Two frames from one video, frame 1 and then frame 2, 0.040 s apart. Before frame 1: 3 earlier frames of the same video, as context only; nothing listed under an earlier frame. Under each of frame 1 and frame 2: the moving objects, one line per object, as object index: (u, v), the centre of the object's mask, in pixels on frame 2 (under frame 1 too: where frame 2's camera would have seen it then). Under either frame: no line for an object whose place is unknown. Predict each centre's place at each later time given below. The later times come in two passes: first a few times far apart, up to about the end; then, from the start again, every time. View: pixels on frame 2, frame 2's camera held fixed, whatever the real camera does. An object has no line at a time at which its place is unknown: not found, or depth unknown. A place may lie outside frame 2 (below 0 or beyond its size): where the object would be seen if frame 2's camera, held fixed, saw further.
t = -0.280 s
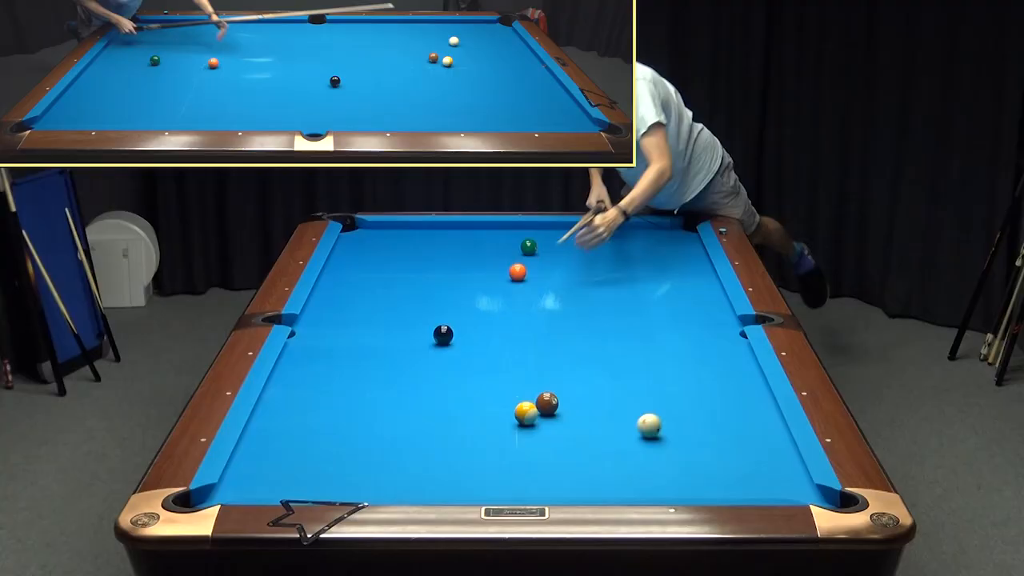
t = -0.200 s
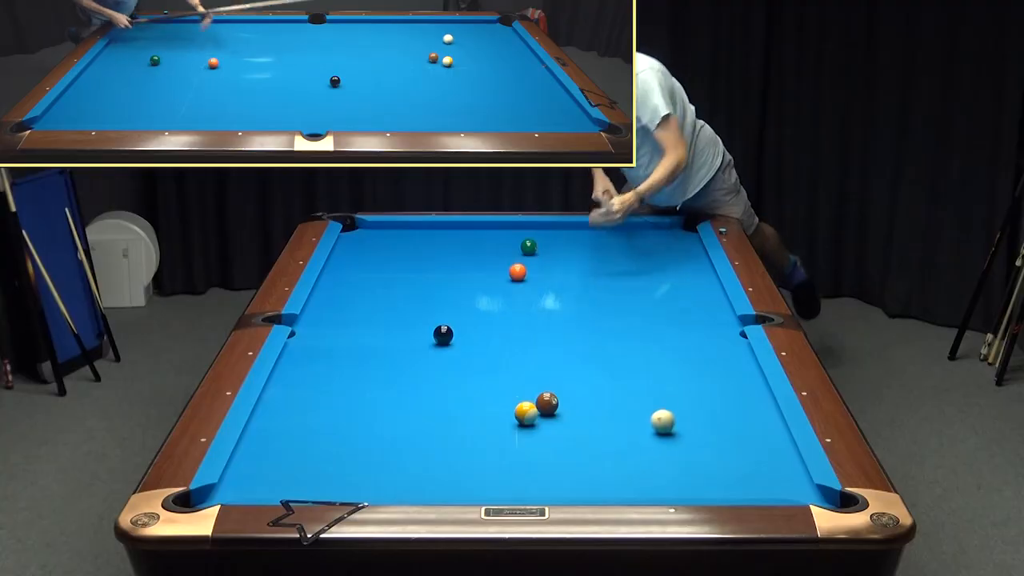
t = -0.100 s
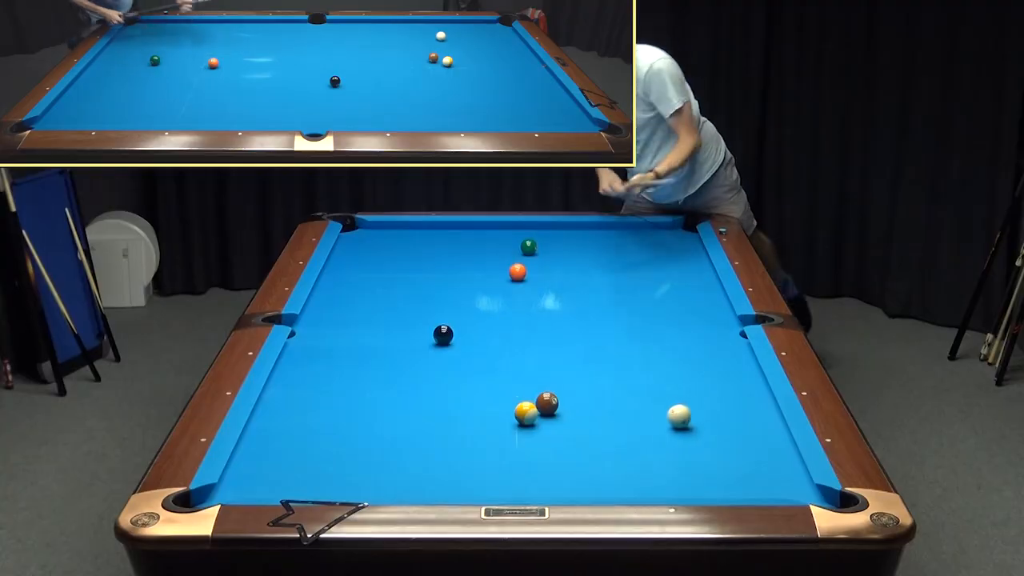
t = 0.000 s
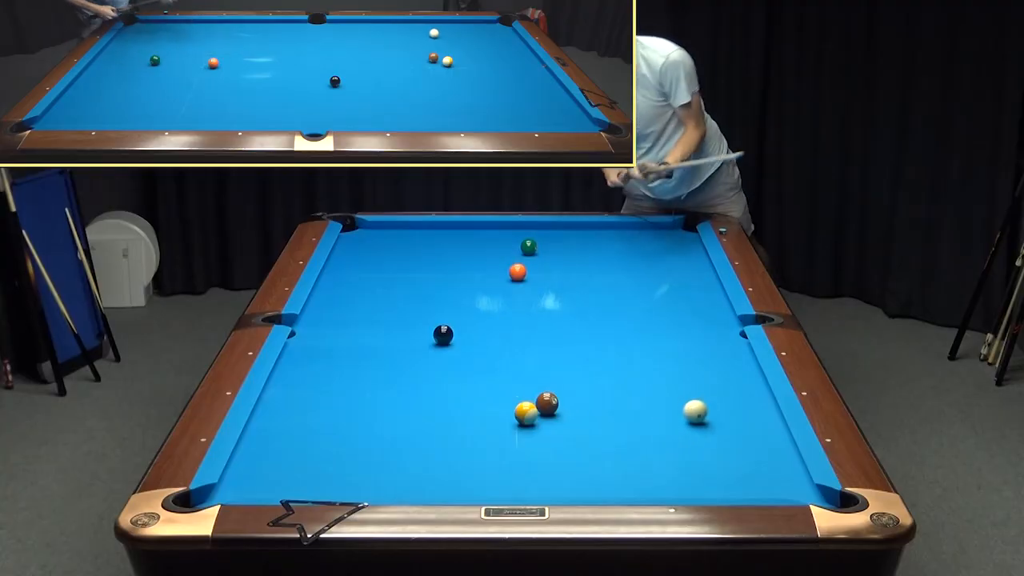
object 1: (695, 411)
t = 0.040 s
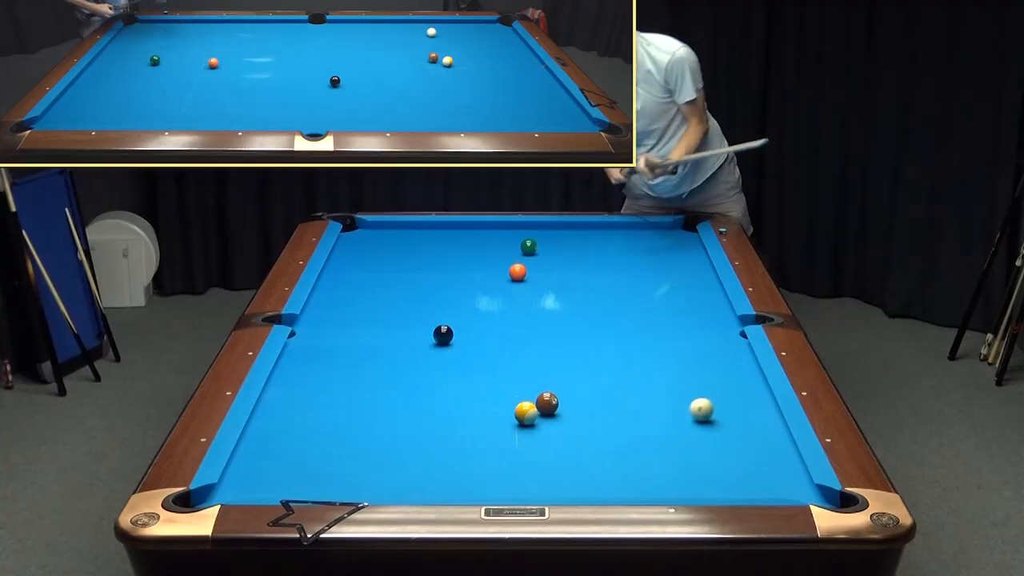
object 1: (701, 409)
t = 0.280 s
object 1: (738, 399)
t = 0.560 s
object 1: (749, 388)
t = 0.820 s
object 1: (725, 379)
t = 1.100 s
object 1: (701, 370)
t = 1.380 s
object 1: (680, 363)
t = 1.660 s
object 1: (660, 356)
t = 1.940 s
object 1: (643, 350)
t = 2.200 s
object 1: (629, 345)
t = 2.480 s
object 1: (615, 341)
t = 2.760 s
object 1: (603, 337)
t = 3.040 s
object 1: (592, 334)
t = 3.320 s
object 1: (583, 331)
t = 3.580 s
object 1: (576, 329)
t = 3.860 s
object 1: (570, 327)
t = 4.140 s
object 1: (566, 326)
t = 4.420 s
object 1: (563, 325)
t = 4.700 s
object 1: (561, 325)
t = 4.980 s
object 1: (560, 325)
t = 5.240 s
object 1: (561, 325)
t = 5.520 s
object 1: (561, 325)
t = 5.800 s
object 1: (560, 325)
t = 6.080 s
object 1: (561, 325)
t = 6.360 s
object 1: (561, 325)
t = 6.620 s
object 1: (561, 325)
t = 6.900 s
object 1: (560, 325)
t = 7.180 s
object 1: (560, 325)
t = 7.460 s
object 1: (561, 325)
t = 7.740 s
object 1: (560, 325)
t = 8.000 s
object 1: (561, 325)
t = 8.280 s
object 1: (561, 325)
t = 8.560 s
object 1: (561, 325)
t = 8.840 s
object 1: (560, 325)
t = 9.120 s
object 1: (560, 325)
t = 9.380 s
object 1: (561, 325)
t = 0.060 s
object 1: (704, 409)
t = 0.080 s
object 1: (708, 408)
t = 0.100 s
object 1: (711, 407)
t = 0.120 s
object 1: (714, 406)
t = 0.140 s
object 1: (717, 405)
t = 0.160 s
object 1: (720, 404)
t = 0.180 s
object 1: (723, 403)
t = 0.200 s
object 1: (726, 402)
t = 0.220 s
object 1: (729, 401)
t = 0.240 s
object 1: (731, 400)
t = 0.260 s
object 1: (735, 400)
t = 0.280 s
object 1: (738, 399)
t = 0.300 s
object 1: (741, 398)
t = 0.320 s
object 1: (743, 397)
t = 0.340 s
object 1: (746, 396)
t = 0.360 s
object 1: (749, 395)
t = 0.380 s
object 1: (752, 394)
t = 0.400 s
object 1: (755, 394)
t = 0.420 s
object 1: (757, 393)
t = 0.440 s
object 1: (760, 392)
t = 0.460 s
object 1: (759, 391)
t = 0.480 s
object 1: (757, 390)
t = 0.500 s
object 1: (754, 390)
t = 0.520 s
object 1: (752, 389)
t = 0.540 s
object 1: (751, 388)
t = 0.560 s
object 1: (749, 388)
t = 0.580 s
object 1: (747, 387)
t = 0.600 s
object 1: (745, 386)
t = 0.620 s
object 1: (743, 385)
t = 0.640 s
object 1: (741, 385)
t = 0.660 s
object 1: (739, 384)
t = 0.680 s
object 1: (737, 383)
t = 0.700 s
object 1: (735, 383)
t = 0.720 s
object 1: (734, 382)
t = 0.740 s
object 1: (732, 381)
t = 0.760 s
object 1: (730, 381)
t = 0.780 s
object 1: (728, 380)
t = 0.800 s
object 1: (726, 379)
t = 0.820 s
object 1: (725, 379)
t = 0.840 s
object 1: (723, 378)
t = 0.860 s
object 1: (721, 378)
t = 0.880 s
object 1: (719, 377)
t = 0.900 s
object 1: (718, 376)
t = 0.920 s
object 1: (716, 376)
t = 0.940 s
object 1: (714, 375)
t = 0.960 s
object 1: (712, 374)
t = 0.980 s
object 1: (711, 374)
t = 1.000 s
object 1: (709, 373)
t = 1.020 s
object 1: (708, 372)
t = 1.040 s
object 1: (706, 372)
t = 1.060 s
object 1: (704, 371)
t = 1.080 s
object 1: (702, 371)
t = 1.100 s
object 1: (701, 370)
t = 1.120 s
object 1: (699, 370)
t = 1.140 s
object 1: (698, 369)
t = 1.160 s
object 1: (696, 369)
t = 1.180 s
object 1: (694, 368)
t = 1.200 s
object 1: (693, 368)
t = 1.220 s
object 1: (691, 367)
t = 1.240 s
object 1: (690, 366)
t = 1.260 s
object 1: (688, 366)
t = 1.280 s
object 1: (687, 365)
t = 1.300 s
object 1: (685, 365)
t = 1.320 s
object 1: (684, 364)
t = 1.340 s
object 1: (682, 364)
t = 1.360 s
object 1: (681, 363)
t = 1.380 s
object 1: (680, 363)
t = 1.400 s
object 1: (678, 362)
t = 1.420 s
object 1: (677, 362)
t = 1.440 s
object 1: (675, 361)
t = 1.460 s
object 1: (674, 361)
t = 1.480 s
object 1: (672, 360)
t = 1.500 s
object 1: (671, 360)
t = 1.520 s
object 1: (670, 359)
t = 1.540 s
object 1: (668, 359)
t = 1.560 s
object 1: (667, 358)
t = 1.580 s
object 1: (666, 358)
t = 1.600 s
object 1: (664, 357)
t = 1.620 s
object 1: (663, 357)
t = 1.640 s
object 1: (662, 357)
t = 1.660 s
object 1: (660, 356)
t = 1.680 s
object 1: (659, 355)
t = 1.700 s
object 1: (658, 355)
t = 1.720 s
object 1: (656, 355)
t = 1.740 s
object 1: (655, 354)
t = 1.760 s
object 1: (654, 354)
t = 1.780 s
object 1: (652, 353)
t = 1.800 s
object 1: (651, 353)
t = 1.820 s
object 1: (650, 353)
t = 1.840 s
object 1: (649, 352)
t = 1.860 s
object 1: (648, 352)
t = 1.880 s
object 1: (647, 351)
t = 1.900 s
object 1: (645, 351)
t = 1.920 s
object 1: (644, 351)
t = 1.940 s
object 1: (643, 350)
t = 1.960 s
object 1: (642, 350)
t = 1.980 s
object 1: (641, 349)
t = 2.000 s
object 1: (640, 349)
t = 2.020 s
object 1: (639, 349)
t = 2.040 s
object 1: (638, 348)
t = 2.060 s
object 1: (636, 348)
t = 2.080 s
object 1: (635, 347)
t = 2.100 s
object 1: (634, 347)
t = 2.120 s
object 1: (633, 347)
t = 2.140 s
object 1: (632, 347)
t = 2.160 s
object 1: (631, 346)
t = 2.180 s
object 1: (630, 346)
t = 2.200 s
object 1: (629, 345)
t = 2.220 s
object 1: (628, 345)
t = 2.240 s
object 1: (626, 345)
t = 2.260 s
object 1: (626, 344)
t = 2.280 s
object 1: (625, 344)
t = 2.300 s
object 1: (624, 344)
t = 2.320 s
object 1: (623, 343)
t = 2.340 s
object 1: (622, 343)
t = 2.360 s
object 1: (620, 343)
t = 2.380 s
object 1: (620, 342)
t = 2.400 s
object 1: (619, 342)
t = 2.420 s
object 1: (618, 342)
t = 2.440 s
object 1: (617, 342)
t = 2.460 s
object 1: (616, 341)
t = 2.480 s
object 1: (615, 341)
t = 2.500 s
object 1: (614, 340)
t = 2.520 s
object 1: (613, 340)
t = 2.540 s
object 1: (612, 340)
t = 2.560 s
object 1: (611, 340)
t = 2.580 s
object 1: (610, 339)
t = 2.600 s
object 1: (609, 339)
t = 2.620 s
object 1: (608, 339)
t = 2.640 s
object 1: (608, 339)
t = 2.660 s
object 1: (607, 338)
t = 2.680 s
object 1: (606, 338)
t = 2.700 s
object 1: (605, 338)
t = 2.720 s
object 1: (604, 338)
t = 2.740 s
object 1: (603, 338)
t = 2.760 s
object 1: (603, 337)
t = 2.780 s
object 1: (602, 337)
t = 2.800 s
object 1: (601, 337)
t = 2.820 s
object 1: (600, 336)
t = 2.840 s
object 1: (599, 336)
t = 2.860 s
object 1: (599, 336)
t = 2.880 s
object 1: (598, 336)
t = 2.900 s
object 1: (597, 335)
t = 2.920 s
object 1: (596, 335)
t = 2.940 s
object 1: (596, 335)
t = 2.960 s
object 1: (595, 335)
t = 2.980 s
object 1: (594, 334)
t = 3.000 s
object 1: (593, 334)
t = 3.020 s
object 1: (593, 334)
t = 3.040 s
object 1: (592, 334)
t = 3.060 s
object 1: (591, 334)
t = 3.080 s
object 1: (591, 333)
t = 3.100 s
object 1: (590, 333)
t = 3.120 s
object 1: (589, 333)
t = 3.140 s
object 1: (589, 333)
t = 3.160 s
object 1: (588, 333)
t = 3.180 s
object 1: (587, 333)
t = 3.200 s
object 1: (587, 332)
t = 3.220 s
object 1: (586, 332)
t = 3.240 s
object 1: (585, 332)
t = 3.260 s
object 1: (585, 332)
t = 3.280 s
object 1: (584, 332)
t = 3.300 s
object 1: (584, 331)
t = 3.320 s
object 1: (583, 331)
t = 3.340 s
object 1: (583, 331)
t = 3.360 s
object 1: (582, 331)
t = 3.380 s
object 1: (581, 331)
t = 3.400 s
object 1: (581, 330)
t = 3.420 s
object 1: (580, 330)
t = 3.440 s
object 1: (580, 330)
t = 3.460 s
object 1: (579, 330)
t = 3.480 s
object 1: (579, 330)
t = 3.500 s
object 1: (578, 330)
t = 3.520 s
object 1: (578, 330)
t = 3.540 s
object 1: (577, 329)
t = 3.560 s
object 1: (577, 329)
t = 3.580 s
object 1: (576, 329)
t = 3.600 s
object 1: (576, 329)
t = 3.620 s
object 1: (575, 329)
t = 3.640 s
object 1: (575, 328)
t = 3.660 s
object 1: (574, 328)
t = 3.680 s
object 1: (574, 328)
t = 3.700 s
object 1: (573, 328)
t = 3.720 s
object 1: (573, 328)
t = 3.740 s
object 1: (573, 328)
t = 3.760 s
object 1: (572, 328)
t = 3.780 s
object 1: (572, 328)
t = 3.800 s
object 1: (571, 328)
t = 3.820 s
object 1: (571, 327)
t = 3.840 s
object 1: (571, 327)
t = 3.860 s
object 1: (570, 327)
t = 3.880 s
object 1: (570, 327)
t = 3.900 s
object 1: (570, 327)
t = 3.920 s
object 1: (569, 327)
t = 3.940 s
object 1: (569, 327)
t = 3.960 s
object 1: (568, 327)
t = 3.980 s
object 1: (568, 326)
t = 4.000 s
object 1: (568, 326)
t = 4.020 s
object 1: (568, 326)
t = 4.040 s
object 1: (567, 326)
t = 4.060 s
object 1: (567, 326)
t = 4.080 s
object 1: (566, 326)
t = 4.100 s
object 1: (566, 326)
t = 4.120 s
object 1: (566, 326)
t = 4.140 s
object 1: (566, 326)
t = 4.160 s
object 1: (565, 326)
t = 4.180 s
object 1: (565, 326)
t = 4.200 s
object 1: (565, 326)
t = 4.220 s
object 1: (564, 326)
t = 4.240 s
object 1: (564, 326)
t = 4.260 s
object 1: (564, 325)
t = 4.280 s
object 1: (564, 325)
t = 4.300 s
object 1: (564, 325)
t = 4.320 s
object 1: (563, 325)
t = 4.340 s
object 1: (563, 325)
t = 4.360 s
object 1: (563, 325)
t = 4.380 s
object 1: (563, 325)
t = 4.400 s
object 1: (563, 325)
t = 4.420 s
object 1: (563, 325)
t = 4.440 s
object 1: (562, 325)
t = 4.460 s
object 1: (562, 325)
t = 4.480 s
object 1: (562, 325)
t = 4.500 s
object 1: (562, 325)
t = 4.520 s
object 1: (562, 325)
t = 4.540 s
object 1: (562, 325)
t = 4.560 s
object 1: (562, 325)
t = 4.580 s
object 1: (561, 325)
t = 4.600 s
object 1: (561, 325)
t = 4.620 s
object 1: (561, 325)
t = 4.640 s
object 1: (561, 325)
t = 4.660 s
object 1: (561, 325)
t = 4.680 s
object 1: (561, 325)
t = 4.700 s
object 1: (561, 325)
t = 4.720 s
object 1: (561, 325)
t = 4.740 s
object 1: (561, 325)
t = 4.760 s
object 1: (560, 325)
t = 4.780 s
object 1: (560, 325)
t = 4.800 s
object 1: (560, 325)
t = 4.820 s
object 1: (560, 325)
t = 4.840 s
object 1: (560, 325)
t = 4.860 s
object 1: (560, 325)
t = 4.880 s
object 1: (560, 325)
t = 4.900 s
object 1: (560, 325)
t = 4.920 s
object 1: (560, 325)
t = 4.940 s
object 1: (560, 325)
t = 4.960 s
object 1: (560, 325)
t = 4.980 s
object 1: (560, 325)
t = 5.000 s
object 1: (560, 325)
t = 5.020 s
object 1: (560, 325)
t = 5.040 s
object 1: (560, 325)
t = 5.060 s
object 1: (560, 325)
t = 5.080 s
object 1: (560, 325)
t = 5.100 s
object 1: (560, 325)
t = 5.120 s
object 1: (560, 325)
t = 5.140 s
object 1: (560, 325)
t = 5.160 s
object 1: (560, 325)
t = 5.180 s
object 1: (560, 325)
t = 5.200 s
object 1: (560, 325)
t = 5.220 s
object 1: (560, 325)
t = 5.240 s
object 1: (561, 325)
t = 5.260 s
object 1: (560, 325)
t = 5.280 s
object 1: (560, 325)
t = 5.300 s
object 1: (560, 325)
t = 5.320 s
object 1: (560, 325)
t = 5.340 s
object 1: (561, 325)
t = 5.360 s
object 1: (560, 325)
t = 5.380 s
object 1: (561, 325)
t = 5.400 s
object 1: (561, 325)
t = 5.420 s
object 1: (560, 325)
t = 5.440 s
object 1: (560, 325)
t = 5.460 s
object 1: (560, 325)
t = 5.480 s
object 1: (561, 325)
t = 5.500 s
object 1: (561, 325)
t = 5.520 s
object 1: (561, 325)
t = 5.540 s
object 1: (560, 325)
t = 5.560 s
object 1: (561, 325)
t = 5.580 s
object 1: (561, 325)
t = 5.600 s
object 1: (560, 325)
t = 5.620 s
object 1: (561, 325)
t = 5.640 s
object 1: (561, 325)
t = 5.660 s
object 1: (560, 325)
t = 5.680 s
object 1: (561, 325)
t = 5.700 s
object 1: (561, 325)
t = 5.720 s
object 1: (560, 325)
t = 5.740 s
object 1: (561, 325)
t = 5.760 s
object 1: (561, 325)
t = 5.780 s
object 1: (560, 325)
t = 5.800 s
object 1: (560, 325)
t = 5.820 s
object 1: (561, 325)
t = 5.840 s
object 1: (560, 325)
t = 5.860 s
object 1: (561, 325)
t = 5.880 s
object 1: (561, 325)
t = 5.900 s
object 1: (561, 325)
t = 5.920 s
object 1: (560, 325)
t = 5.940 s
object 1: (561, 325)
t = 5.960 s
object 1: (560, 325)
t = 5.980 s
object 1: (561, 325)
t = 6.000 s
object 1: (561, 325)
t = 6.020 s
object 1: (561, 325)
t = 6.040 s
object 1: (560, 325)
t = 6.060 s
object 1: (561, 325)
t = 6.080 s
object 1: (561, 325)
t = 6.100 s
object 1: (560, 325)
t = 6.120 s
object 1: (561, 325)
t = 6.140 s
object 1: (561, 325)
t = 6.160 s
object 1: (561, 325)
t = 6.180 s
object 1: (560, 325)
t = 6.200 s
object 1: (561, 325)
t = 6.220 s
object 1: (561, 325)
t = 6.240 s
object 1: (560, 325)
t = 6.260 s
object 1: (561, 325)
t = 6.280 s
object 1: (561, 325)
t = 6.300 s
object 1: (561, 325)
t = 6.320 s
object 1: (560, 325)
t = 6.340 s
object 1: (561, 325)
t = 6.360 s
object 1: (561, 325)
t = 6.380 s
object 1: (561, 325)
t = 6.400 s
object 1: (560, 325)
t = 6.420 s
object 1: (561, 325)
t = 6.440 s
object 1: (561, 325)
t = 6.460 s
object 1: (561, 325)
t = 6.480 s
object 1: (560, 325)
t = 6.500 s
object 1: (561, 325)
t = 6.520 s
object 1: (561, 325)
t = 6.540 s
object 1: (560, 325)
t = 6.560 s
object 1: (561, 325)
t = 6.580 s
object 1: (561, 325)
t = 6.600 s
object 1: (561, 325)
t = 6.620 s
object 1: (561, 325)
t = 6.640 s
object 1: (561, 325)
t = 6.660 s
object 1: (561, 325)
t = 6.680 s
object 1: (561, 325)
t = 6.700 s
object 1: (560, 325)
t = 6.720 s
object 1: (560, 325)
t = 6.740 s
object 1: (560, 325)
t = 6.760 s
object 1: (561, 325)
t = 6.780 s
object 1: (560, 325)
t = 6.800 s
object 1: (561, 325)
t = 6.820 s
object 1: (560, 325)
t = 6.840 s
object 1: (560, 325)
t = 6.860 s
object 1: (560, 325)
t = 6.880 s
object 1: (561, 325)
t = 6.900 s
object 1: (560, 325)
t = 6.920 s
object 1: (560, 325)
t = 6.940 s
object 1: (560, 325)
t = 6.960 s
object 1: (560, 325)
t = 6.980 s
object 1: (560, 325)
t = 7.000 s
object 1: (560, 325)
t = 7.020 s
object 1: (560, 325)
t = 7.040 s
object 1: (561, 325)
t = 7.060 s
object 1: (560, 325)
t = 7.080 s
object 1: (560, 325)
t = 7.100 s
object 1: (561, 325)
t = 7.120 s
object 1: (561, 325)
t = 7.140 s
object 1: (561, 325)
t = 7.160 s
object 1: (560, 325)
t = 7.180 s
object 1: (560, 325)
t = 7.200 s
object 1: (561, 325)
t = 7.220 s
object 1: (561, 325)
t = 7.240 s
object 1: (561, 325)
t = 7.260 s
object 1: (561, 325)
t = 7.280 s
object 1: (561, 325)
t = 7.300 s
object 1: (560, 325)
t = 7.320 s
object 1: (560, 325)
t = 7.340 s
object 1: (561, 325)
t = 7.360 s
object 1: (560, 325)
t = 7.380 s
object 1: (561, 325)
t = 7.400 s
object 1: (560, 325)
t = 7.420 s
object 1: (560, 325)
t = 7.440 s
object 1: (560, 325)
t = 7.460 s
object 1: (561, 325)
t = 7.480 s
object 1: (560, 325)
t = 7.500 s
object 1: (561, 325)
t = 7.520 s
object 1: (560, 325)
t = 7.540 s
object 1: (560, 325)
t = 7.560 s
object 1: (560, 325)
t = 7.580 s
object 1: (561, 325)
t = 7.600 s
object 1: (560, 325)
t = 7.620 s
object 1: (560, 325)
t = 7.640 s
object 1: (561, 325)
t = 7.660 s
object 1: (561, 325)
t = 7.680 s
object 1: (560, 325)
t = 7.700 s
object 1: (560, 325)
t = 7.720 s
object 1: (560, 325)
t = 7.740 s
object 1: (560, 325)
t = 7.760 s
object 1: (560, 325)
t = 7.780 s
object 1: (560, 325)
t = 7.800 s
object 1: (561, 325)
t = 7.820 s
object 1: (561, 325)
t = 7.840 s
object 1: (561, 325)
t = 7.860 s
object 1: (560, 325)
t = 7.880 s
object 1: (560, 325)
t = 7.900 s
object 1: (561, 325)
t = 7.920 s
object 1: (560, 325)
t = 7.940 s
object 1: (561, 325)
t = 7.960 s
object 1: (560, 325)
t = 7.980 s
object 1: (561, 325)
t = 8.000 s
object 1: (561, 325)
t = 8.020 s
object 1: (560, 325)
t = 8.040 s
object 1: (561, 325)
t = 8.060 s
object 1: (561, 325)
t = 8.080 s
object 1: (560, 325)
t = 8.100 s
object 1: (561, 325)
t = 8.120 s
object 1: (560, 325)
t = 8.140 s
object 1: (560, 325)
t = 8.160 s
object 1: (561, 325)
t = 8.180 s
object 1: (560, 325)
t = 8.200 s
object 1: (560, 325)
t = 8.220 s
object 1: (561, 325)
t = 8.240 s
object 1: (561, 325)
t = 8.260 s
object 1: (560, 325)
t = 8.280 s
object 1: (561, 325)
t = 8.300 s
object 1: (561, 325)
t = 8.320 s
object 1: (560, 325)
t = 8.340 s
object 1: (561, 325)
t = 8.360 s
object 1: (561, 325)
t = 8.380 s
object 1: (560, 325)
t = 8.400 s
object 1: (561, 325)
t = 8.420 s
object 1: (560, 325)
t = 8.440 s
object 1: (560, 325)
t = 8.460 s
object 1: (561, 325)
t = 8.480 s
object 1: (560, 325)
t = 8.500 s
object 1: (561, 325)
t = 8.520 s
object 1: (560, 325)
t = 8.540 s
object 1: (560, 325)
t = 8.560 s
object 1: (561, 325)
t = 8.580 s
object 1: (560, 325)
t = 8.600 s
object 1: (560, 325)
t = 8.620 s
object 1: (561, 325)
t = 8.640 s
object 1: (560, 325)
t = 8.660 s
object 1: (560, 325)
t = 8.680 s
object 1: (561, 325)
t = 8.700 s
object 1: (560, 325)
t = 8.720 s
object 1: (560, 325)
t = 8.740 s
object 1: (561, 325)
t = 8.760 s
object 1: (560, 325)
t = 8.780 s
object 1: (560, 325)
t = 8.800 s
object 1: (561, 325)
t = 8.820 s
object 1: (560, 325)
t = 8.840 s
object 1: (560, 325)
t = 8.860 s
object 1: (561, 325)
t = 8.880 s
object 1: (560, 325)
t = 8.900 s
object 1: (560, 325)
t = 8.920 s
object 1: (561, 325)
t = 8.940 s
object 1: (560, 325)
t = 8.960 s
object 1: (560, 325)
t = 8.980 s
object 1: (561, 325)
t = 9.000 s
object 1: (560, 325)
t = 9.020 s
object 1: (560, 325)
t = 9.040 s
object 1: (561, 325)
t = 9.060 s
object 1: (560, 325)
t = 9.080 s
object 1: (560, 325)
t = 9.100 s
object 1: (560, 325)
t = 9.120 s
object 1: (560, 325)
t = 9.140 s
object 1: (560, 325)
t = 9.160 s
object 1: (560, 325)
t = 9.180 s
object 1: (561, 325)
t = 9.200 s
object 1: (560, 325)
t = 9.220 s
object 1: (561, 325)
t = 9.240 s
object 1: (560, 325)
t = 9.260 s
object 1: (560, 325)
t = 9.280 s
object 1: (561, 325)
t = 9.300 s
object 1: (560, 325)
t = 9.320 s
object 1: (560, 325)
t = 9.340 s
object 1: (560, 325)
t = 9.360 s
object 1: (561, 325)
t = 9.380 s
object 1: (561, 325)
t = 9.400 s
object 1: (561, 325)
